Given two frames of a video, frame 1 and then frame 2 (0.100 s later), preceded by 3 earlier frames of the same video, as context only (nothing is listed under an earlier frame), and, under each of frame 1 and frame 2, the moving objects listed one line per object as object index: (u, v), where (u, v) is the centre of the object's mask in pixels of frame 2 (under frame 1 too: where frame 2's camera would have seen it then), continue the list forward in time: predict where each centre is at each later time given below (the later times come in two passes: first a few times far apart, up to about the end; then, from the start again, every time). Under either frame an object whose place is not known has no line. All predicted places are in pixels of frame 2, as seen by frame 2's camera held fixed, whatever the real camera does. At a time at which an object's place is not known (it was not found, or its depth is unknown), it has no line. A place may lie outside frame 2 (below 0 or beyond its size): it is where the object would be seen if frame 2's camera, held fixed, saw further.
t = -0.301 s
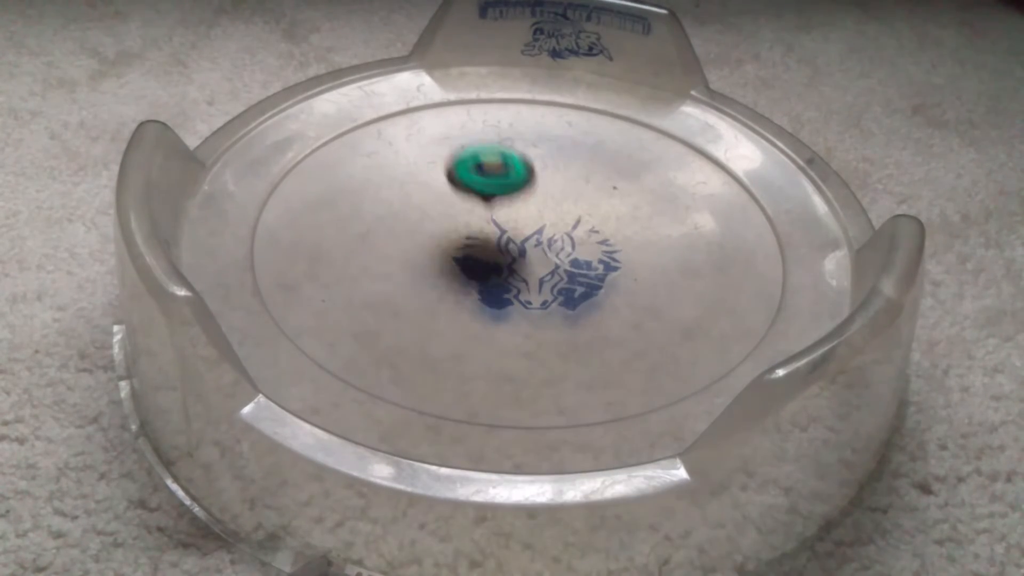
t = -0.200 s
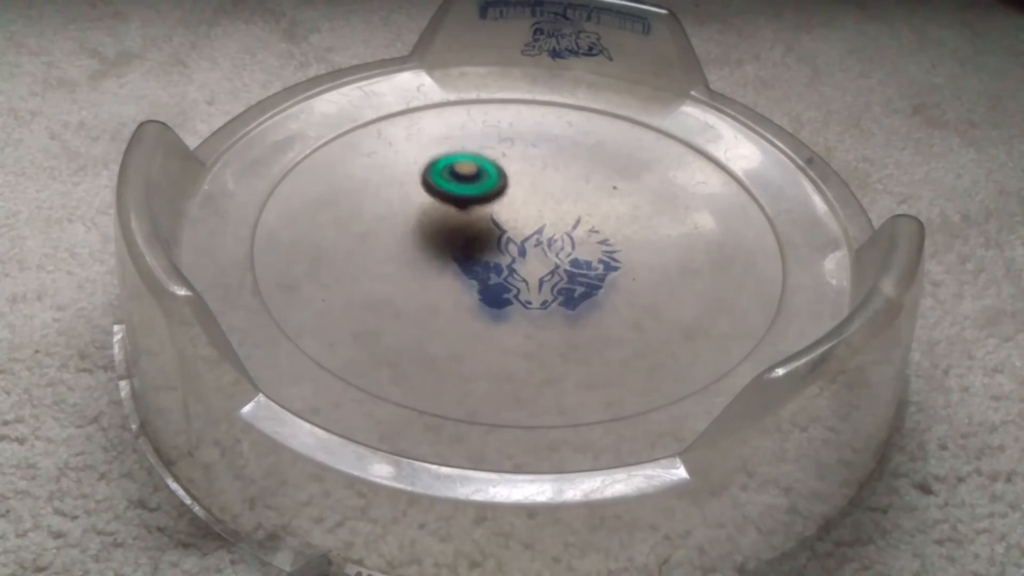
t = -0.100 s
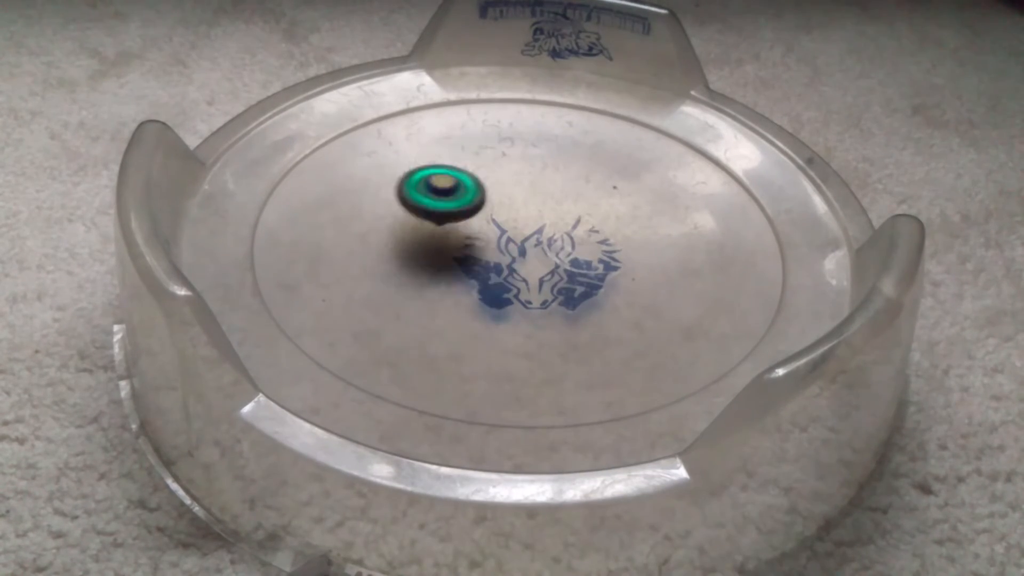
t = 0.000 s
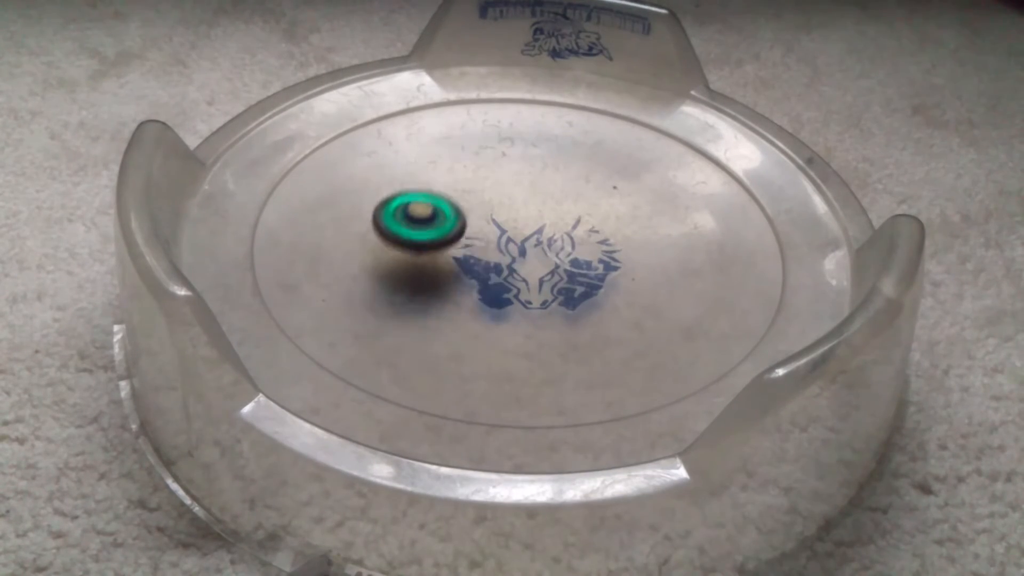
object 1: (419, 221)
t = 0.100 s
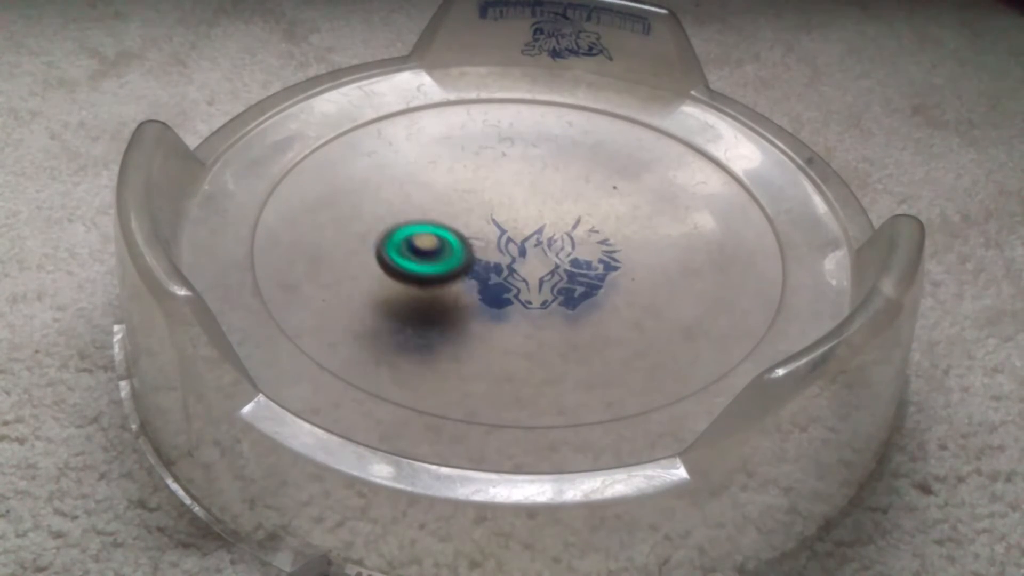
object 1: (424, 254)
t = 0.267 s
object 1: (495, 284)
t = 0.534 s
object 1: (573, 232)
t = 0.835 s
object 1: (485, 189)
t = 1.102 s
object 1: (460, 249)
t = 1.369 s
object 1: (568, 257)
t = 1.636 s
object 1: (561, 201)
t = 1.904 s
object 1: (475, 218)
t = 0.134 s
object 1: (433, 263)
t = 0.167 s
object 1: (446, 271)
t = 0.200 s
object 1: (461, 277)
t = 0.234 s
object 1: (478, 282)
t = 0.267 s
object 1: (495, 284)
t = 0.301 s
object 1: (514, 282)
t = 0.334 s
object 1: (529, 279)
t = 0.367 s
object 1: (543, 275)
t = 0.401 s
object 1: (555, 267)
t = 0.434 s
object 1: (564, 260)
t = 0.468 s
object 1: (570, 251)
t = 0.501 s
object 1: (573, 241)
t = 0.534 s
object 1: (573, 232)
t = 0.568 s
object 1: (570, 223)
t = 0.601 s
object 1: (565, 215)
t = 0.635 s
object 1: (557, 207)
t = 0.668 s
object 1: (547, 200)
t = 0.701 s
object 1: (536, 195)
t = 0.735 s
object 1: (524, 191)
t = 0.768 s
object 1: (511, 189)
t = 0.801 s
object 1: (498, 188)
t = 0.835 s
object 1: (485, 189)
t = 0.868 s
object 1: (473, 193)
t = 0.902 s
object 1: (462, 198)
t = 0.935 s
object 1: (453, 205)
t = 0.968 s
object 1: (448, 213)
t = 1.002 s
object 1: (446, 222)
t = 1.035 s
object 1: (448, 231)
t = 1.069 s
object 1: (452, 240)
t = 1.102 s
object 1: (460, 249)
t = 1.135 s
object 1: (471, 257)
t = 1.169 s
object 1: (483, 262)
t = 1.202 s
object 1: (497, 266)
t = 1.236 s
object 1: (513, 268)
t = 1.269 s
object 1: (530, 268)
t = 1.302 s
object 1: (544, 266)
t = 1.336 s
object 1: (557, 262)
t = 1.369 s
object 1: (568, 257)
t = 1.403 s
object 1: (578, 251)
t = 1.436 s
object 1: (584, 245)
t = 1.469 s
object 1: (586, 236)
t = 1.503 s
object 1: (586, 227)
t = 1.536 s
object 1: (583, 219)
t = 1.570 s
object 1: (578, 212)
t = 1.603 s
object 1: (570, 206)
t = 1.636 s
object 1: (561, 201)
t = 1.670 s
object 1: (550, 197)
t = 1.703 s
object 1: (537, 195)
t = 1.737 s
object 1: (524, 194)
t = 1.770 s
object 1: (511, 196)
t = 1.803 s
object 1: (500, 200)
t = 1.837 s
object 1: (489, 204)
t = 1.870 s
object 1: (480, 210)
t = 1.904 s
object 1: (475, 218)
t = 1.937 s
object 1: (473, 227)
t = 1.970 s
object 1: (474, 236)
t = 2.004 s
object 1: (478, 245)
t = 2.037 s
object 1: (483, 253)
